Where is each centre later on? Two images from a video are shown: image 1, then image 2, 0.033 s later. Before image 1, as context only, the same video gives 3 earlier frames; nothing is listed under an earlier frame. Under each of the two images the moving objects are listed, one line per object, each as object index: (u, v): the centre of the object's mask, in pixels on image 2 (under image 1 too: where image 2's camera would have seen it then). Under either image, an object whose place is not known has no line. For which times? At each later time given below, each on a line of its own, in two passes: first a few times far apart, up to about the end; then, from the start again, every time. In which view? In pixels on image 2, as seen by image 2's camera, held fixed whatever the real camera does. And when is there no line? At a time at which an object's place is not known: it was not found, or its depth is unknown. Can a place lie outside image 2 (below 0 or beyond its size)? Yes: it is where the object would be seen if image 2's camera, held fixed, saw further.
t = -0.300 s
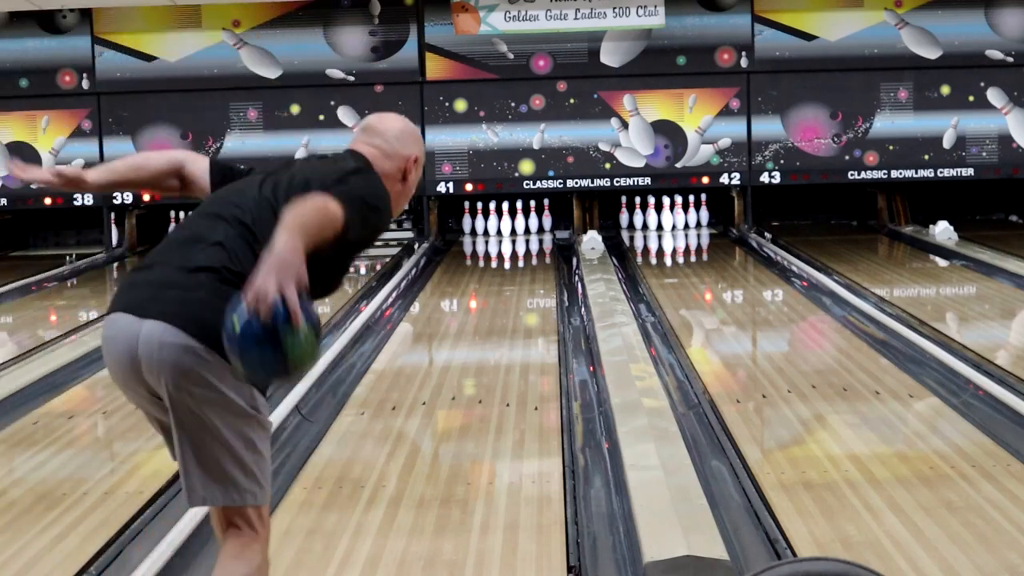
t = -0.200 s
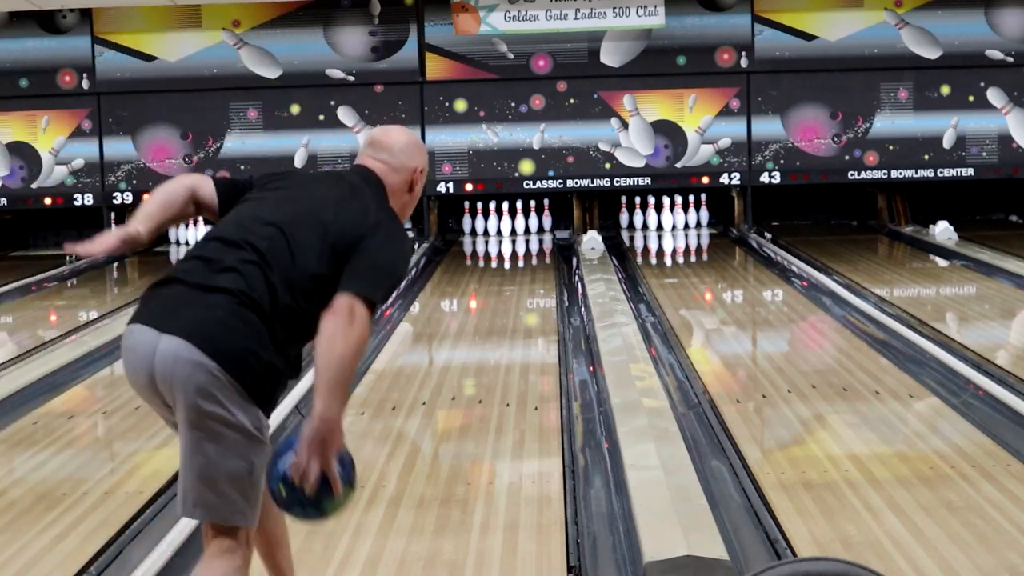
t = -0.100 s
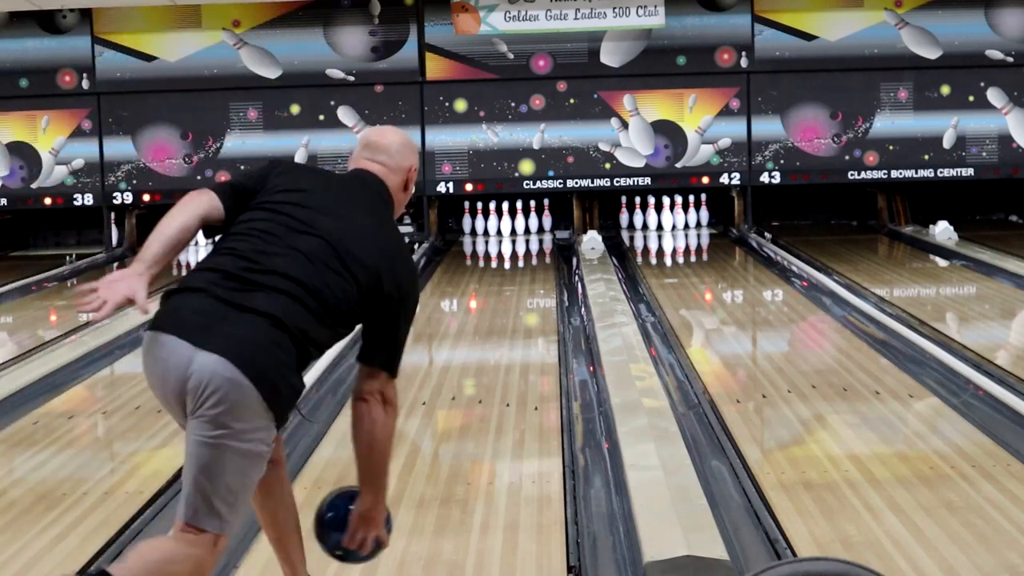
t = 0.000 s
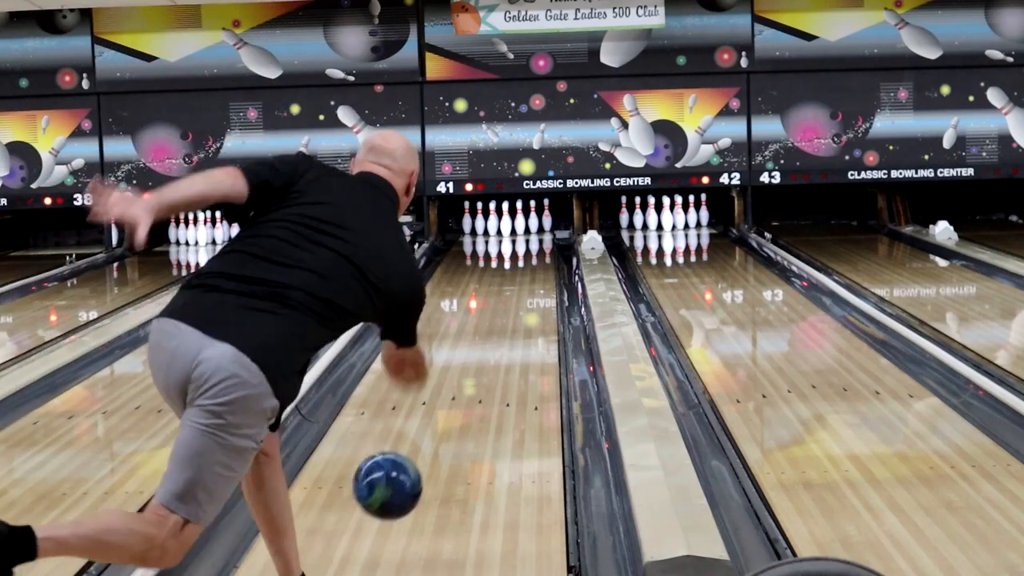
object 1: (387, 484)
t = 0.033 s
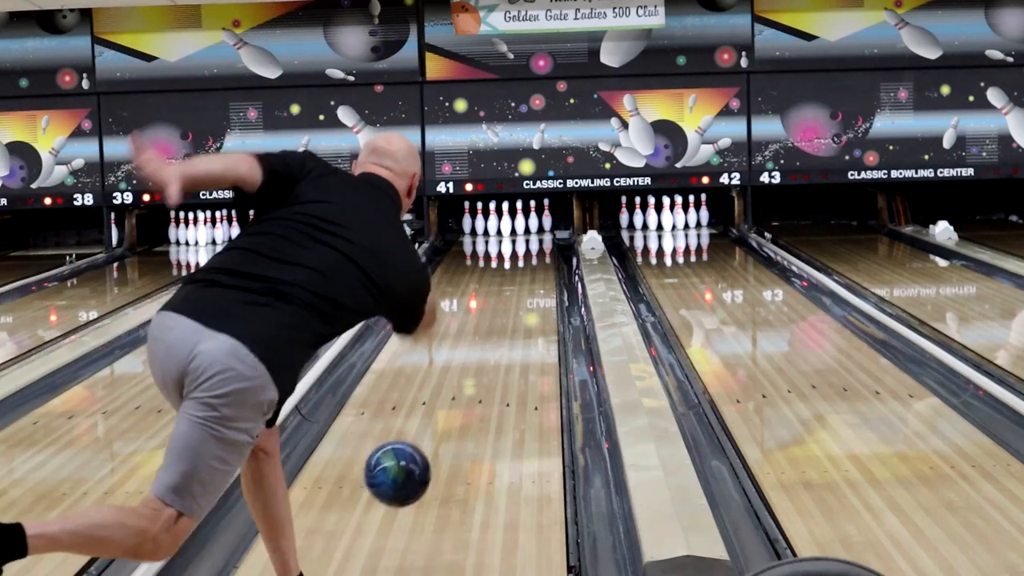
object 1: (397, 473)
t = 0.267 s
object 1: (450, 441)
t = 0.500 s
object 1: (484, 384)
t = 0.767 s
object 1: (509, 338)
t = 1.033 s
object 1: (526, 306)
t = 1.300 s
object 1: (536, 281)
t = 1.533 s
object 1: (539, 265)
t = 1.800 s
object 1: (538, 250)
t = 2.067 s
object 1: (529, 239)
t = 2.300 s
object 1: (515, 231)
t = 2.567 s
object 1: (500, 225)
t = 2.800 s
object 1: (495, 227)
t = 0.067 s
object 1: (406, 465)
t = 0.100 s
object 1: (415, 461)
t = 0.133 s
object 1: (423, 461)
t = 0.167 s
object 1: (431, 463)
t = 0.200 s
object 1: (438, 463)
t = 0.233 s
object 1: (445, 450)
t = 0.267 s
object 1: (450, 441)
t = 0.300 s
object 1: (456, 433)
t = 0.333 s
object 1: (462, 423)
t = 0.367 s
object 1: (467, 414)
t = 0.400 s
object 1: (471, 406)
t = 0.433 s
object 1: (476, 398)
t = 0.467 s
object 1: (480, 391)
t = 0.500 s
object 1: (484, 384)
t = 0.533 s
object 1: (488, 377)
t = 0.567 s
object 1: (491, 371)
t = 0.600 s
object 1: (495, 365)
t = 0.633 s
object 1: (498, 359)
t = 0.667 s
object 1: (501, 353)
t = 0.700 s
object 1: (504, 348)
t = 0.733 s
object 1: (506, 343)
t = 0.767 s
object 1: (509, 338)
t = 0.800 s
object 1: (512, 334)
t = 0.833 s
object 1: (514, 329)
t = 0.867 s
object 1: (516, 325)
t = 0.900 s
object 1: (518, 321)
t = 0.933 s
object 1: (520, 317)
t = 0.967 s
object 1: (522, 313)
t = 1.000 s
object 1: (524, 310)
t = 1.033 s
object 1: (526, 306)
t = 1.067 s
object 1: (527, 302)
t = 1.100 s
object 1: (529, 299)
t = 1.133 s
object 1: (530, 296)
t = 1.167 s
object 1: (532, 292)
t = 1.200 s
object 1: (533, 290)
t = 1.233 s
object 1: (534, 287)
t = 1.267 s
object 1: (535, 285)
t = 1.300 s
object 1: (536, 281)
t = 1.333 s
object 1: (537, 279)
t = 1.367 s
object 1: (538, 276)
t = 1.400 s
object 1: (538, 274)
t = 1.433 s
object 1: (538, 272)
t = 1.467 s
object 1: (539, 269)
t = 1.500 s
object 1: (539, 267)
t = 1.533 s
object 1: (539, 265)
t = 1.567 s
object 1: (540, 263)
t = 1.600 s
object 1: (540, 261)
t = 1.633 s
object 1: (540, 259)
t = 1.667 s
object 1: (539, 257)
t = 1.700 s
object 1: (539, 255)
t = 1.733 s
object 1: (539, 254)
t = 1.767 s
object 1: (538, 252)
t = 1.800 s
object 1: (538, 250)
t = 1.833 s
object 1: (537, 249)
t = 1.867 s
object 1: (536, 247)
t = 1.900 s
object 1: (535, 245)
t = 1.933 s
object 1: (534, 245)
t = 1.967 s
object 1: (533, 243)
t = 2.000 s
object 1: (531, 242)
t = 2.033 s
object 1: (531, 240)
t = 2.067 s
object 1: (529, 239)
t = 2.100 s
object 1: (527, 238)
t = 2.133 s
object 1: (526, 236)
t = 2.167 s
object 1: (524, 235)
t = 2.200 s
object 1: (522, 234)
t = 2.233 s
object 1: (519, 234)
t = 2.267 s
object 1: (518, 232)
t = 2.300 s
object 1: (515, 231)
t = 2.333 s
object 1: (513, 230)
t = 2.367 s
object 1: (510, 228)
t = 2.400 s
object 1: (508, 229)
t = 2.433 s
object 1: (507, 227)
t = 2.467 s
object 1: (507, 226)
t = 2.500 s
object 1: (506, 226)
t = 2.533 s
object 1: (503, 226)
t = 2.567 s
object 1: (500, 225)
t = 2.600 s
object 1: (498, 224)
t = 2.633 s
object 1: (496, 224)
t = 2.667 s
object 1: (496, 224)
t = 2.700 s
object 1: (495, 223)
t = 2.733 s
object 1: (495, 224)
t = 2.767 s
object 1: (496, 225)
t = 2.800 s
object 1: (495, 227)
